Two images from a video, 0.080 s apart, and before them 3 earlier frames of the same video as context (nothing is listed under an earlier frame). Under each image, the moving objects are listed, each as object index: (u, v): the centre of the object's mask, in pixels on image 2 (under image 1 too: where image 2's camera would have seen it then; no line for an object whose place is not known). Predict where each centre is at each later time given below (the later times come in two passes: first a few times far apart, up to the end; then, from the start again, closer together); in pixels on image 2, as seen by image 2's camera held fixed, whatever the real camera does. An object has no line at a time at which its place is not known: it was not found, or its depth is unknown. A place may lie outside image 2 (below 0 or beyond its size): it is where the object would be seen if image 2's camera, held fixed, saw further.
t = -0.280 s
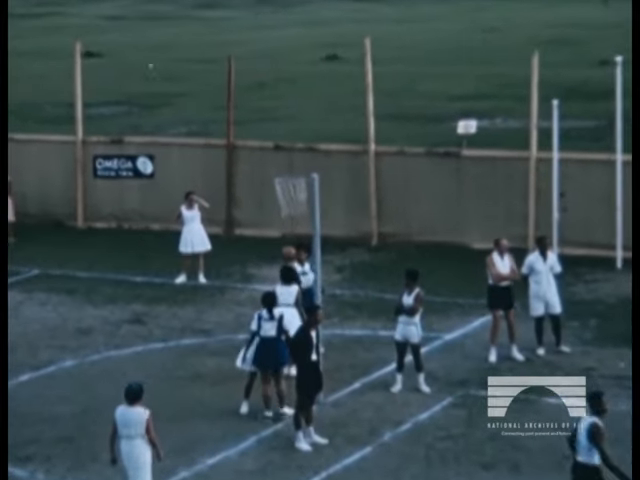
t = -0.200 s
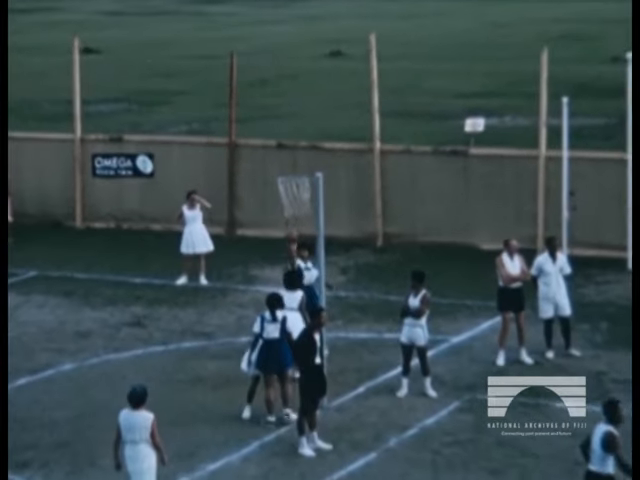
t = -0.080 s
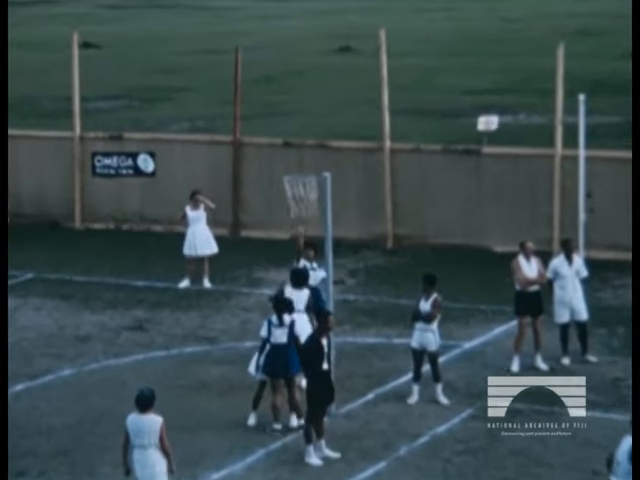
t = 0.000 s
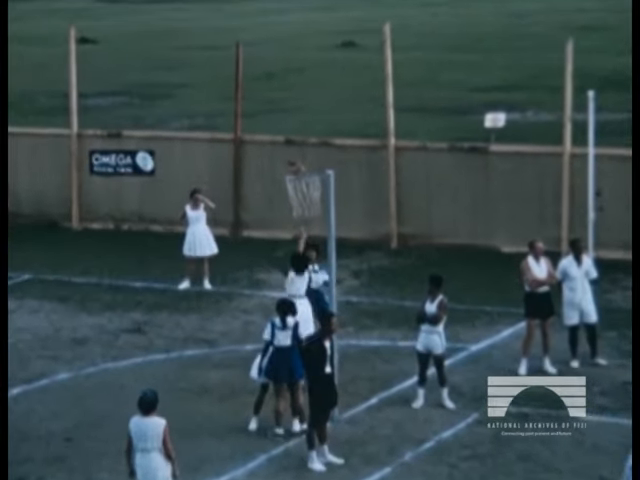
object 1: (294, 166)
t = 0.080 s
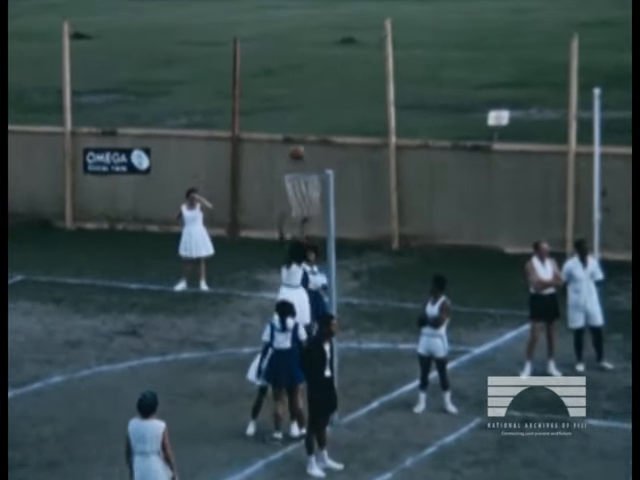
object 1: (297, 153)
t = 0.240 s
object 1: (297, 132)
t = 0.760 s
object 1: (301, 214)
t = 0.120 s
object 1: (296, 144)
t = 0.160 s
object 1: (296, 139)
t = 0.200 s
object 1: (297, 134)
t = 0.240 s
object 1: (297, 132)
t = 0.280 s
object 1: (297, 129)
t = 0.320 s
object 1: (297, 130)
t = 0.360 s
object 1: (297, 130)
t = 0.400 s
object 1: (297, 131)
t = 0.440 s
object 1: (298, 135)
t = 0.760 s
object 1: (301, 214)
